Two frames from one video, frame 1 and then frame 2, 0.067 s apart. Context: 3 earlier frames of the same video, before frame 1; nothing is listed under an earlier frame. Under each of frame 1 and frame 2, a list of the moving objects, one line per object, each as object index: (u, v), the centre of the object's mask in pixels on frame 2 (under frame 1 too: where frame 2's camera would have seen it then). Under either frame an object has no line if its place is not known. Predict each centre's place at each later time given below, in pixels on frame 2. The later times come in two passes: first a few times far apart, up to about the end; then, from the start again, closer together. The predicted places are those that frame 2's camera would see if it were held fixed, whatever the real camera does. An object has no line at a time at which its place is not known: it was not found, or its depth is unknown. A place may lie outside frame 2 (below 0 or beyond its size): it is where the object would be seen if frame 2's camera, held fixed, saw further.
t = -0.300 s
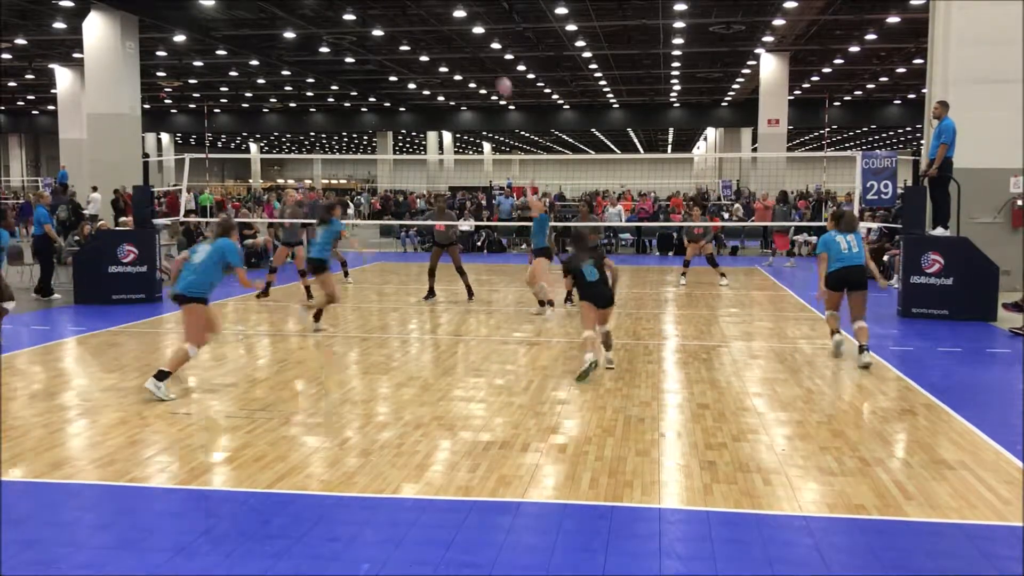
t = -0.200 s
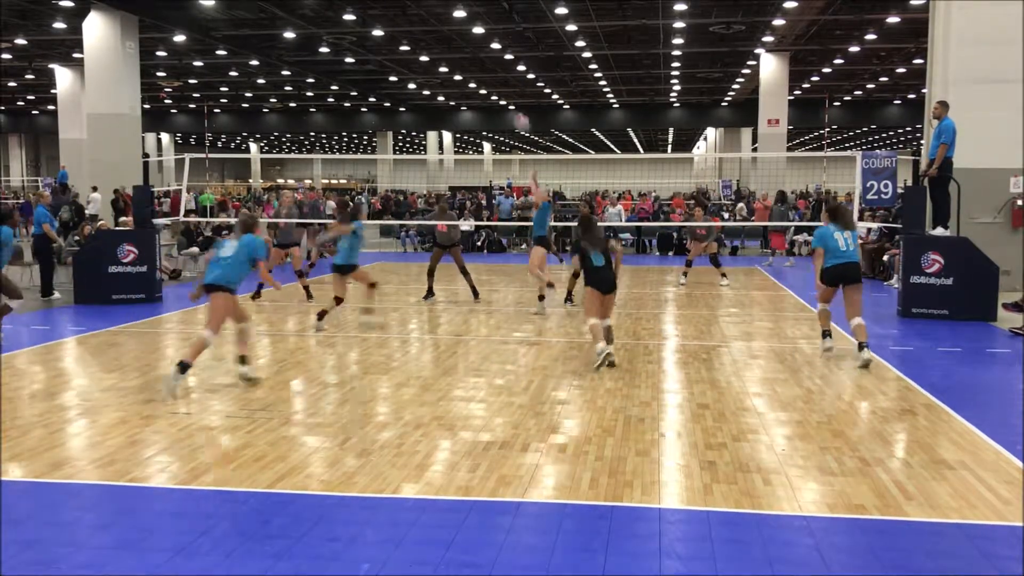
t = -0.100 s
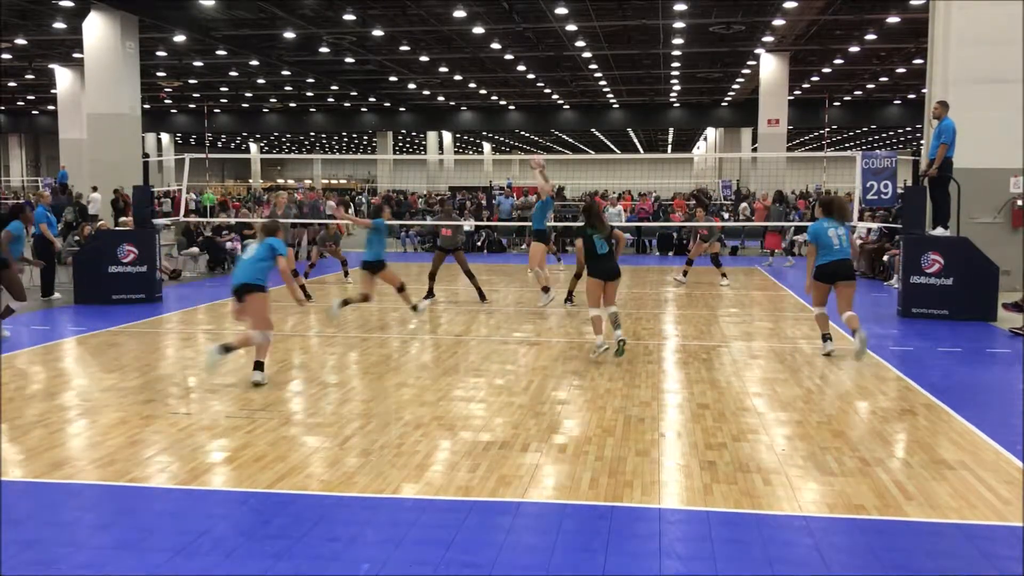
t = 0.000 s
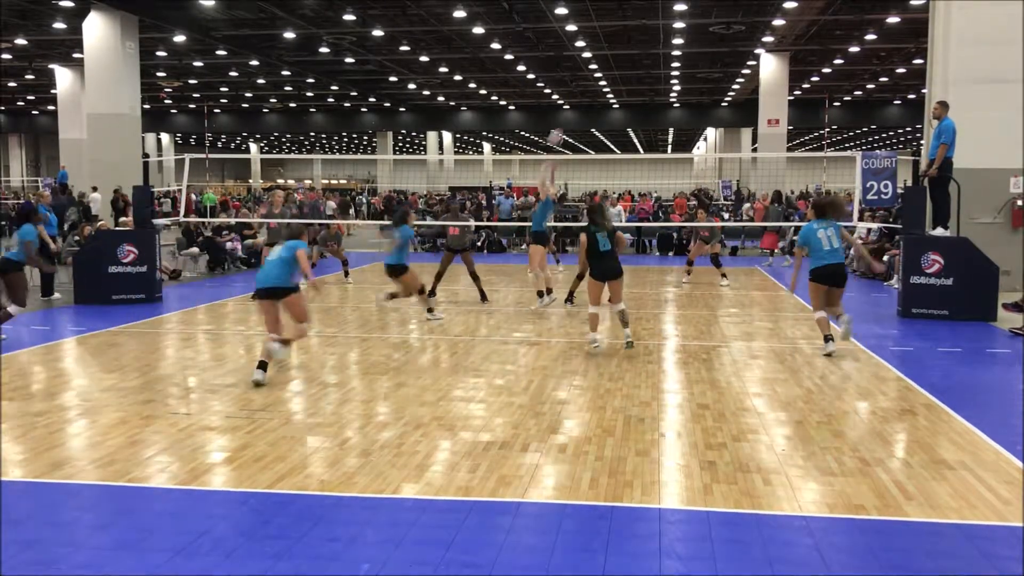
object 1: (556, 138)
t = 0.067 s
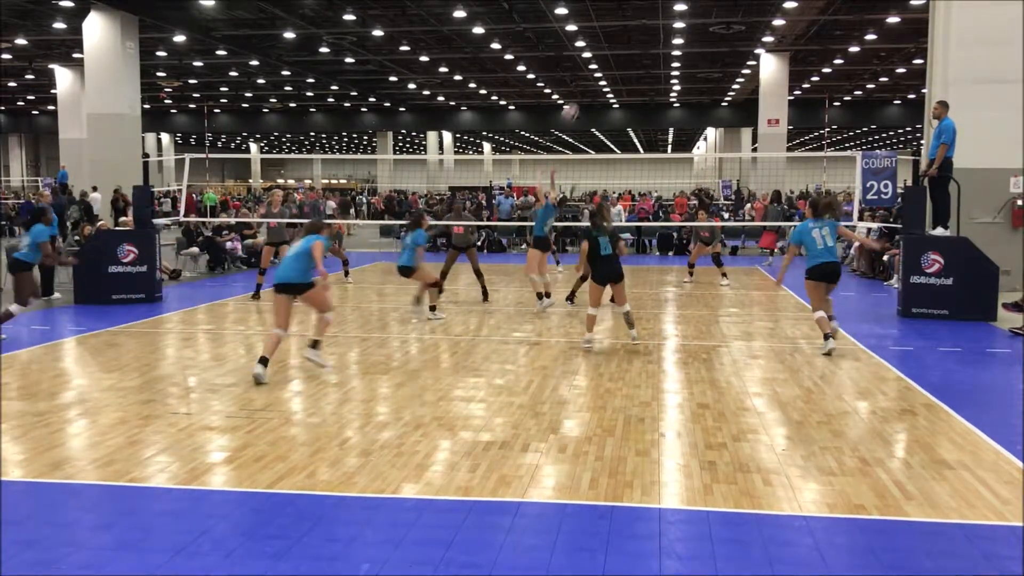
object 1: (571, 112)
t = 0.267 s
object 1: (613, 57)
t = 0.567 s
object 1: (676, 29)
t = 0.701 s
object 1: (705, 39)
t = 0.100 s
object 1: (577, 101)
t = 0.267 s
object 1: (613, 57)
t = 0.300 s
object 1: (620, 50)
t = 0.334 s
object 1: (627, 45)
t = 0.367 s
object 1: (634, 40)
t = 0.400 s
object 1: (642, 37)
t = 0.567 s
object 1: (676, 29)
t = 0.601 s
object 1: (685, 31)
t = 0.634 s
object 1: (691, 33)
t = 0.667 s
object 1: (698, 36)
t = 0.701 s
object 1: (705, 39)
